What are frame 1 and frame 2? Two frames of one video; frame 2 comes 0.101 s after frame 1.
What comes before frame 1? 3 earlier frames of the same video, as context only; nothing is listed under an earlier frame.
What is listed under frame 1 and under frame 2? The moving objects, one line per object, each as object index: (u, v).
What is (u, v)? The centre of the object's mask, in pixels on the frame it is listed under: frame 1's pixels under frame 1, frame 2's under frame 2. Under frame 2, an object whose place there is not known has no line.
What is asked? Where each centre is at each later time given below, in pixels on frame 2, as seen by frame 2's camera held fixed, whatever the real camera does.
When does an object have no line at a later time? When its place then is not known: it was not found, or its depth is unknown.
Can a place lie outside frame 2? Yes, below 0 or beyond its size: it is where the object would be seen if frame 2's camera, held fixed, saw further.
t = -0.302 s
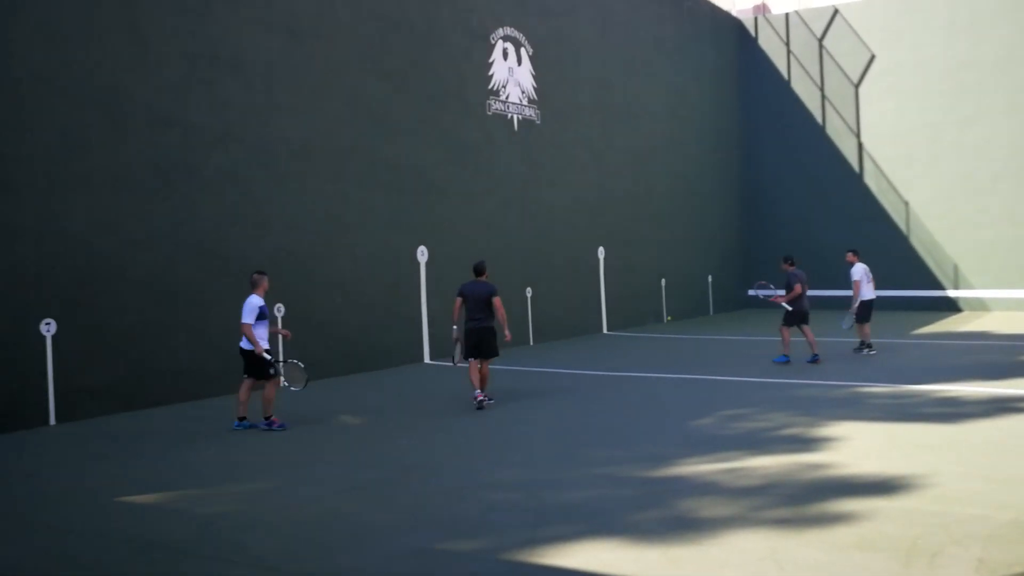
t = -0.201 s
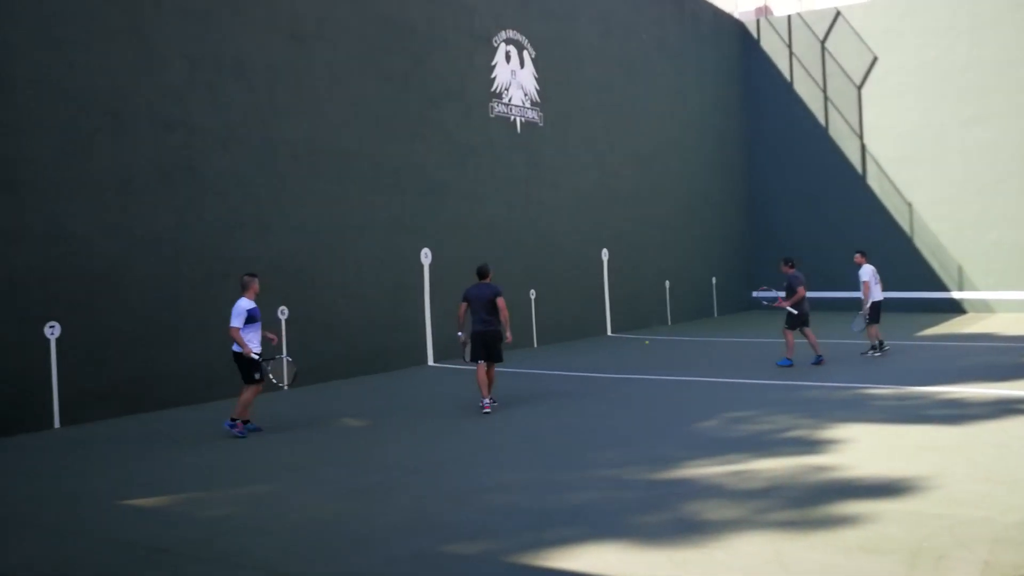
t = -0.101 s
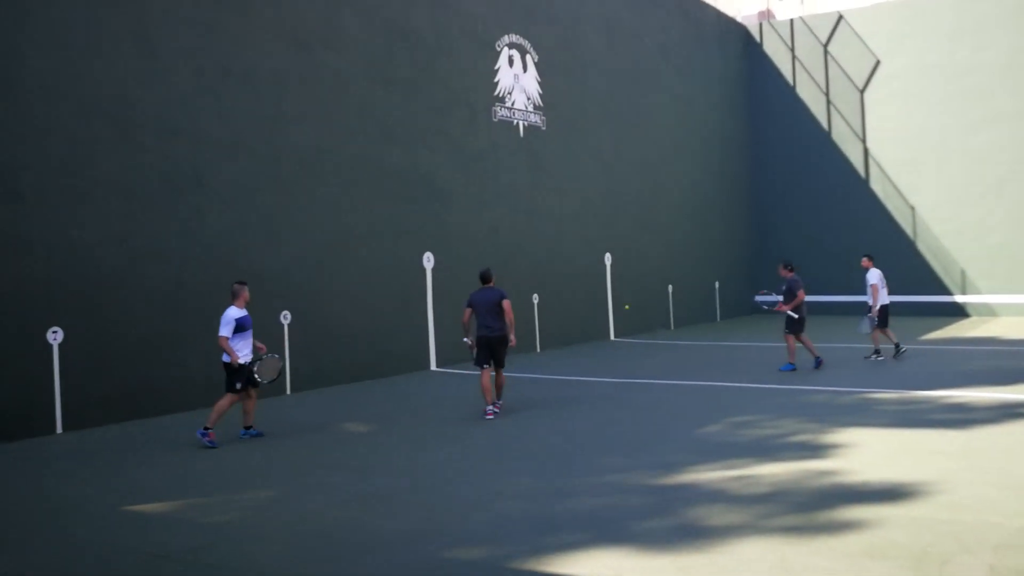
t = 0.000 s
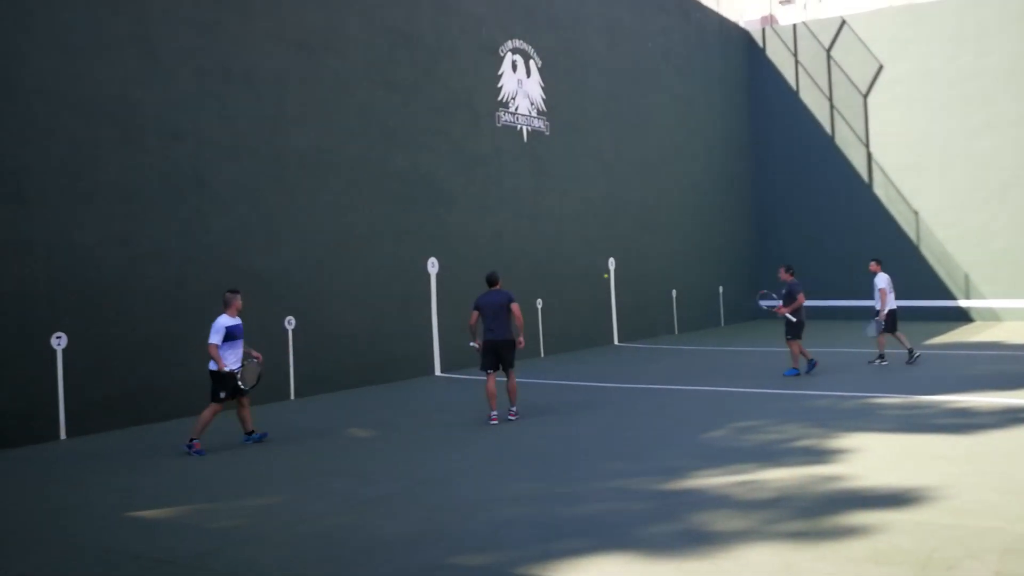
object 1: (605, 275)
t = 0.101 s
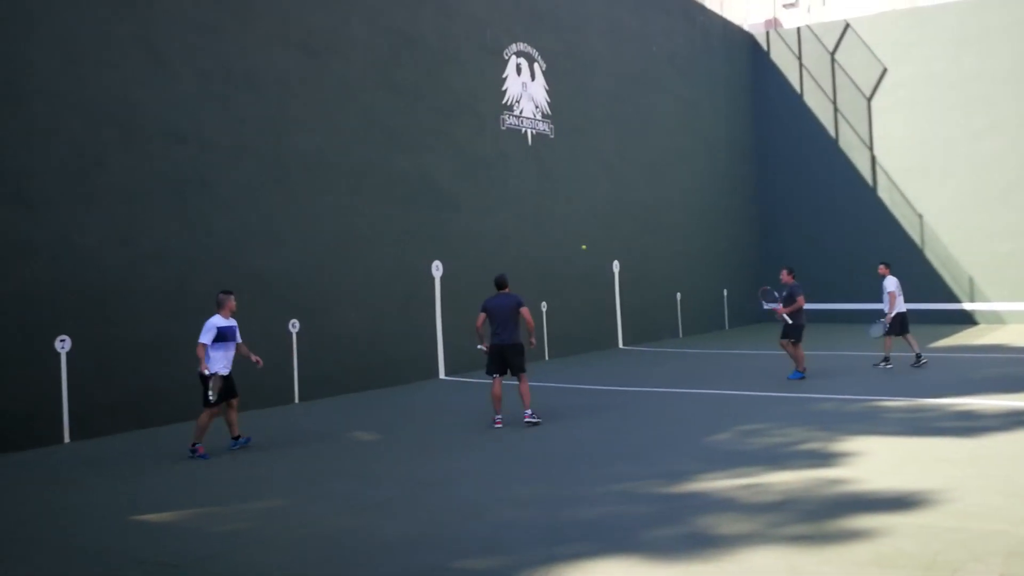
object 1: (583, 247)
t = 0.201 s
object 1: (555, 221)
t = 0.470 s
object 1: (468, 174)
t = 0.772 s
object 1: (330, 189)
